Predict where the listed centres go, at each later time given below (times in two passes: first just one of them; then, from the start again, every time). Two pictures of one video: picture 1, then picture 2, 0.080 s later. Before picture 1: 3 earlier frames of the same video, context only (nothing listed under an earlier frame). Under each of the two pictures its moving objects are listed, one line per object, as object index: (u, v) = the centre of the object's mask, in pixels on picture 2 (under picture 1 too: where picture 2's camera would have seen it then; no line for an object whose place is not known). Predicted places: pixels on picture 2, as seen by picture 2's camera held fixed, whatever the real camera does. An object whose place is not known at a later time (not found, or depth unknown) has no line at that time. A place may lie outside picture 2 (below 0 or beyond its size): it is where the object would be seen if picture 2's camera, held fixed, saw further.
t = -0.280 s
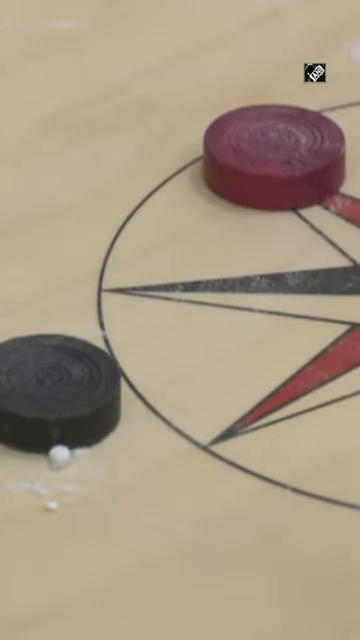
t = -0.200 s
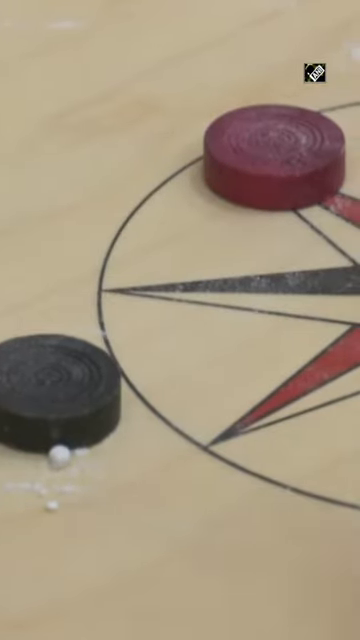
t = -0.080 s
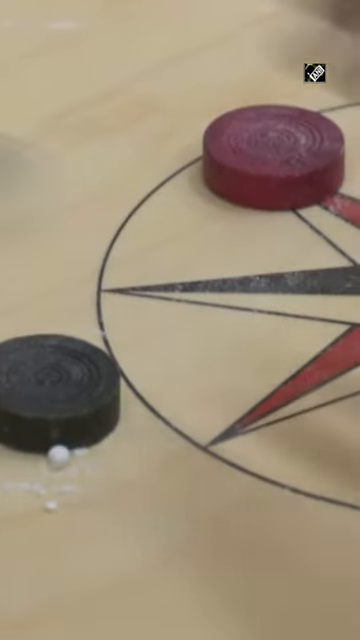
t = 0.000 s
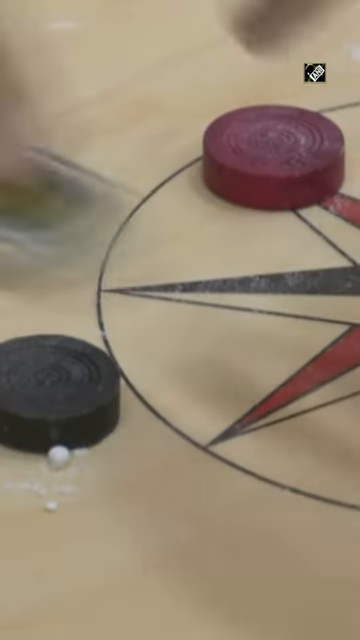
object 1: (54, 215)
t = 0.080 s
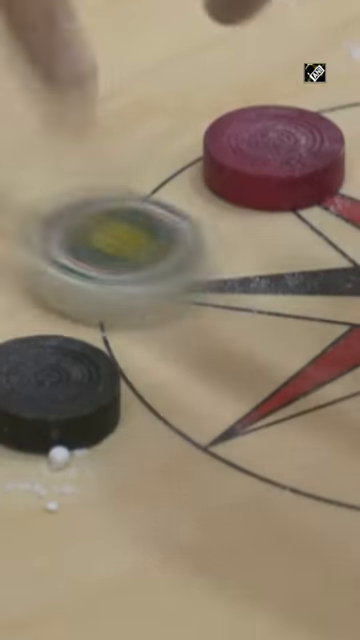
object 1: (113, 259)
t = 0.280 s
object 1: (192, 295)
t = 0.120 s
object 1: (148, 275)
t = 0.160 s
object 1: (172, 285)
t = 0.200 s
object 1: (186, 291)
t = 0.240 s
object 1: (192, 294)
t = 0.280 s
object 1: (192, 295)
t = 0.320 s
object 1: (192, 294)
